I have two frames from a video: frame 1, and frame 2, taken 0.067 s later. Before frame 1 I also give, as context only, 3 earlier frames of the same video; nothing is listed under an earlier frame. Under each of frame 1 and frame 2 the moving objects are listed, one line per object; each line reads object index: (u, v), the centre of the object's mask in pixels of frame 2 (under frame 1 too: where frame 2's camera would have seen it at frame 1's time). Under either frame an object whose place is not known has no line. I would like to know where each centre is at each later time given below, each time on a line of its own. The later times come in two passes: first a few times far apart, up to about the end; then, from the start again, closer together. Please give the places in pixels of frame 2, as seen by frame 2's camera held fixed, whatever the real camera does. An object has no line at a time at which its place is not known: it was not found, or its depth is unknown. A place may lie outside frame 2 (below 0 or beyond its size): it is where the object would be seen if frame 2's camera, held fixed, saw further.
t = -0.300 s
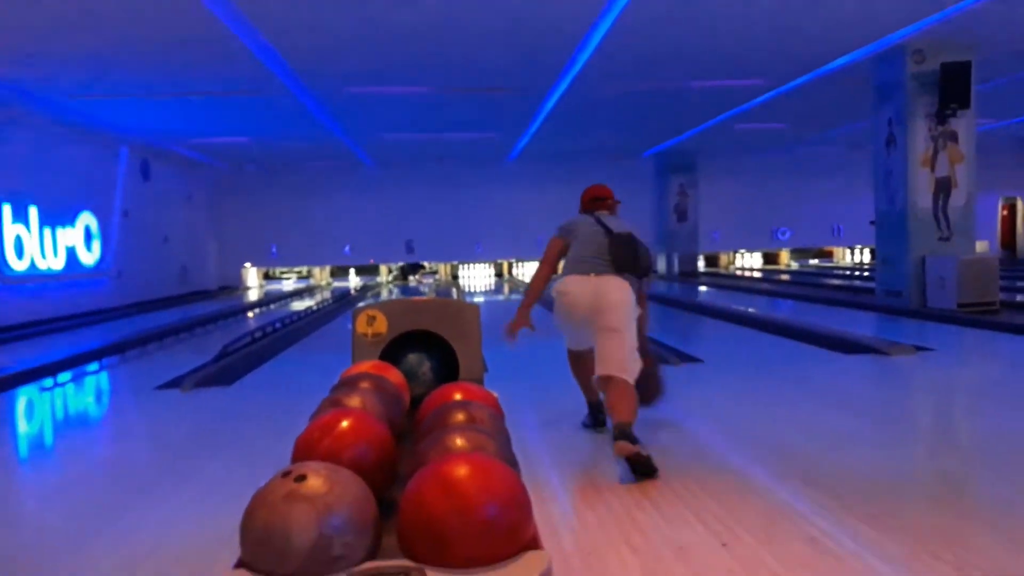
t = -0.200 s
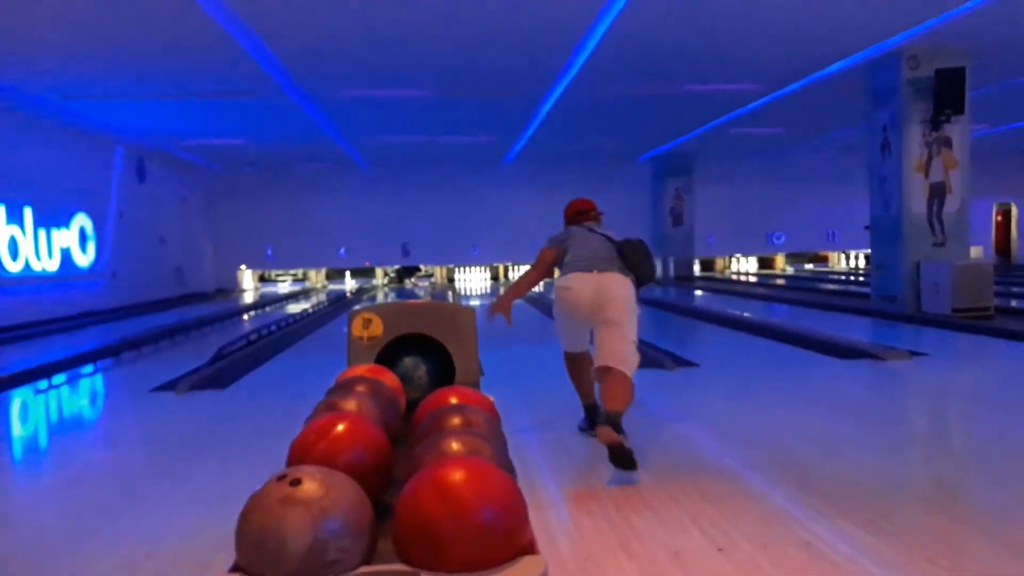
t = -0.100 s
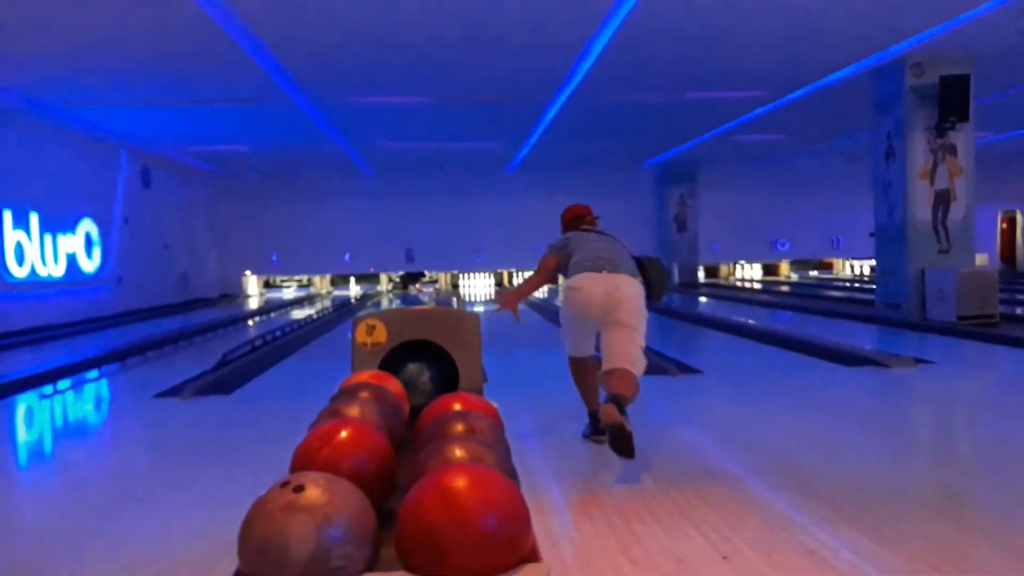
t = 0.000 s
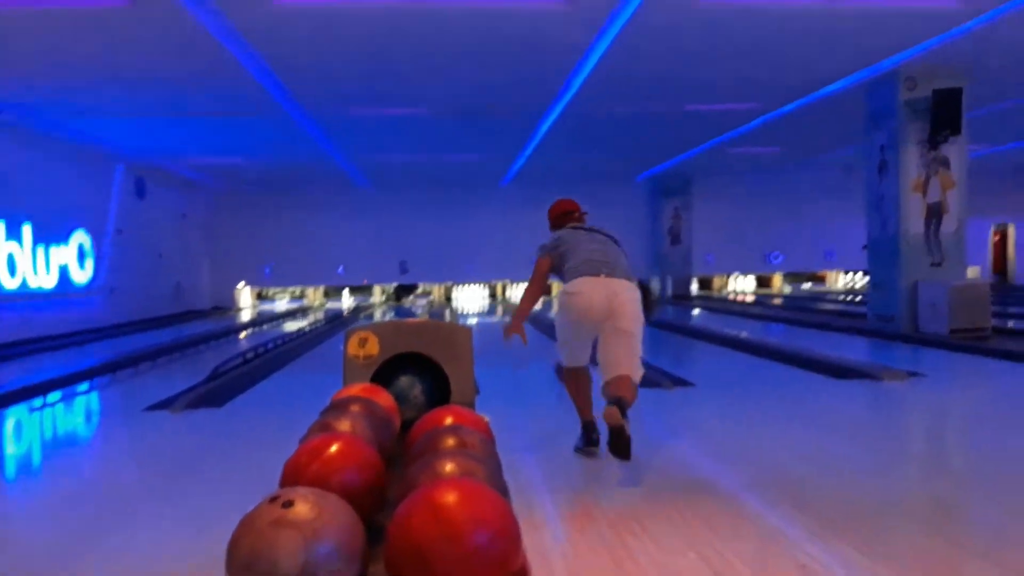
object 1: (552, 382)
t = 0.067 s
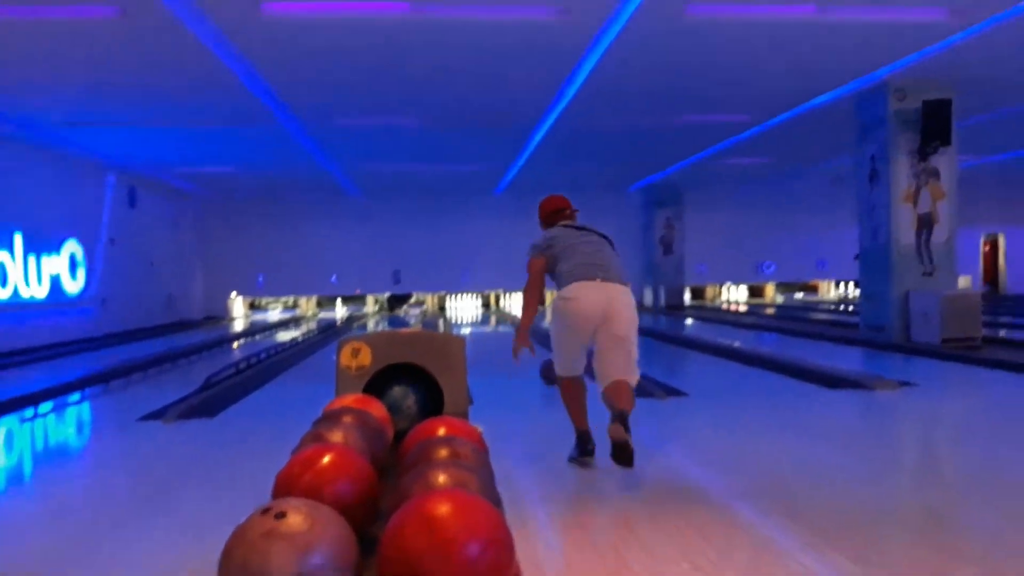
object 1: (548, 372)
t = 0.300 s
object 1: (527, 353)
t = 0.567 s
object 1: (508, 339)
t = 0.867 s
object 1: (493, 329)
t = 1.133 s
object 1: (484, 322)
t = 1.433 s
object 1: (476, 319)
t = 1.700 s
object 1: (470, 314)
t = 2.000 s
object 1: (463, 309)
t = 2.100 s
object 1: (462, 308)
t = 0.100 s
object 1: (545, 370)
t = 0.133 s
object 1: (543, 366)
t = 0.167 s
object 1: (540, 362)
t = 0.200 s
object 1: (536, 360)
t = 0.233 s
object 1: (532, 358)
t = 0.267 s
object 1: (530, 355)
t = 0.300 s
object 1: (527, 353)
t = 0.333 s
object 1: (524, 351)
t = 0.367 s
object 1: (522, 349)
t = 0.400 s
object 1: (519, 347)
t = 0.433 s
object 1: (517, 345)
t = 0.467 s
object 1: (515, 344)
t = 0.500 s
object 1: (512, 342)
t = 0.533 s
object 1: (510, 341)
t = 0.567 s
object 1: (508, 339)
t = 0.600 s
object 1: (506, 337)
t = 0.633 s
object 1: (504, 336)
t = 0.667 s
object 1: (503, 335)
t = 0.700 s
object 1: (501, 334)
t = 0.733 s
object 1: (499, 333)
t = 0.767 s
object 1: (498, 332)
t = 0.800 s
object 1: (496, 331)
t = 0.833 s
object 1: (495, 330)
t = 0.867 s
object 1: (493, 329)
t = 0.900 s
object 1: (492, 328)
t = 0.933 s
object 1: (491, 327)
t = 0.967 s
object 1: (490, 326)
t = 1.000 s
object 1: (488, 325)
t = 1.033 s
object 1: (486, 324)
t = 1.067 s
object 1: (486, 324)
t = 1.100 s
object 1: (485, 323)
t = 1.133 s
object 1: (484, 322)
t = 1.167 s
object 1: (483, 321)
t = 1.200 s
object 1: (482, 321)
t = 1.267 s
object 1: (481, 320)
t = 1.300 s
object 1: (479, 319)
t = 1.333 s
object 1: (478, 319)
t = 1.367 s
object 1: (477, 319)
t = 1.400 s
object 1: (477, 319)
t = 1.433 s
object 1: (476, 319)
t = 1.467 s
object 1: (475, 318)
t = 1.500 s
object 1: (474, 317)
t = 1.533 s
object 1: (473, 316)
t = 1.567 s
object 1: (472, 316)
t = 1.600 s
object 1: (471, 315)
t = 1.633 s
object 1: (471, 315)
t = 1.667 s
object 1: (470, 314)
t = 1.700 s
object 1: (470, 314)
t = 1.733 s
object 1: (469, 313)
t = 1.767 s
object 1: (468, 313)
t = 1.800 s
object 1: (467, 312)
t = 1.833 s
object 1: (466, 312)
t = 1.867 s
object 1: (466, 313)
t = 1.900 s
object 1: (467, 311)
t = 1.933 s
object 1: (465, 309)
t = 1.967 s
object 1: (464, 310)
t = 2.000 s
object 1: (463, 309)
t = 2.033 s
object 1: (462, 309)
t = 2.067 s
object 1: (462, 308)
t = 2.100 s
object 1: (462, 308)
